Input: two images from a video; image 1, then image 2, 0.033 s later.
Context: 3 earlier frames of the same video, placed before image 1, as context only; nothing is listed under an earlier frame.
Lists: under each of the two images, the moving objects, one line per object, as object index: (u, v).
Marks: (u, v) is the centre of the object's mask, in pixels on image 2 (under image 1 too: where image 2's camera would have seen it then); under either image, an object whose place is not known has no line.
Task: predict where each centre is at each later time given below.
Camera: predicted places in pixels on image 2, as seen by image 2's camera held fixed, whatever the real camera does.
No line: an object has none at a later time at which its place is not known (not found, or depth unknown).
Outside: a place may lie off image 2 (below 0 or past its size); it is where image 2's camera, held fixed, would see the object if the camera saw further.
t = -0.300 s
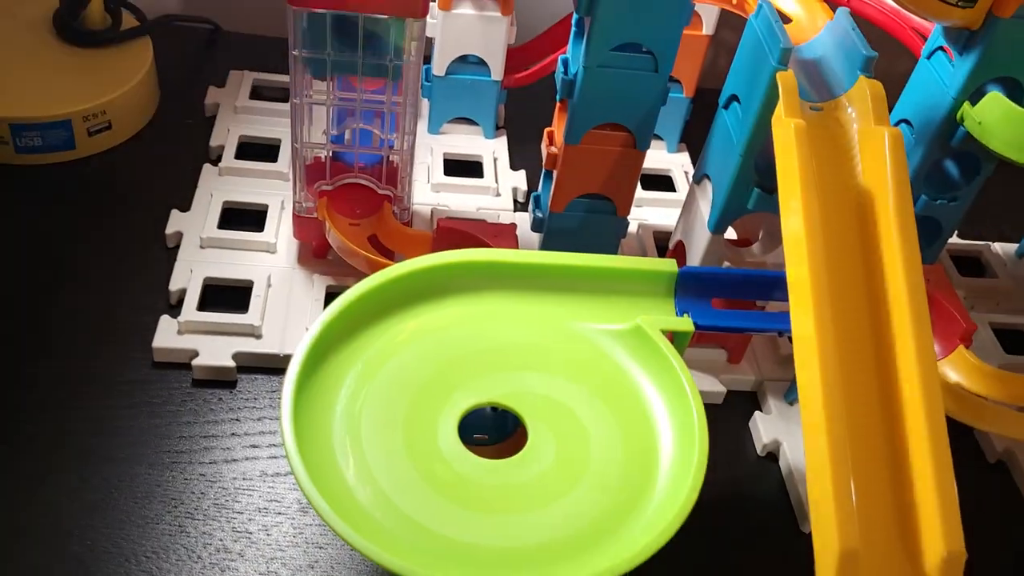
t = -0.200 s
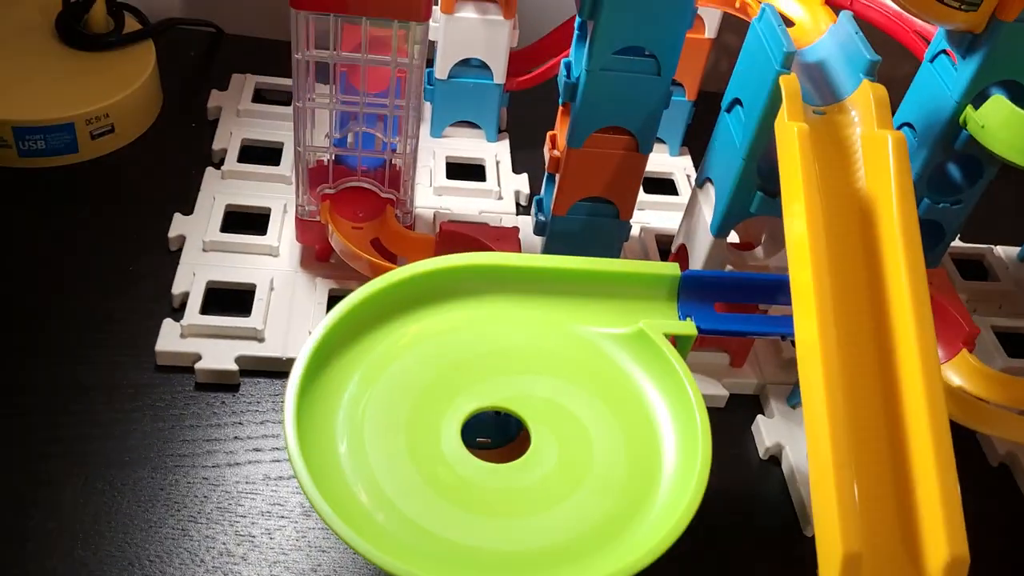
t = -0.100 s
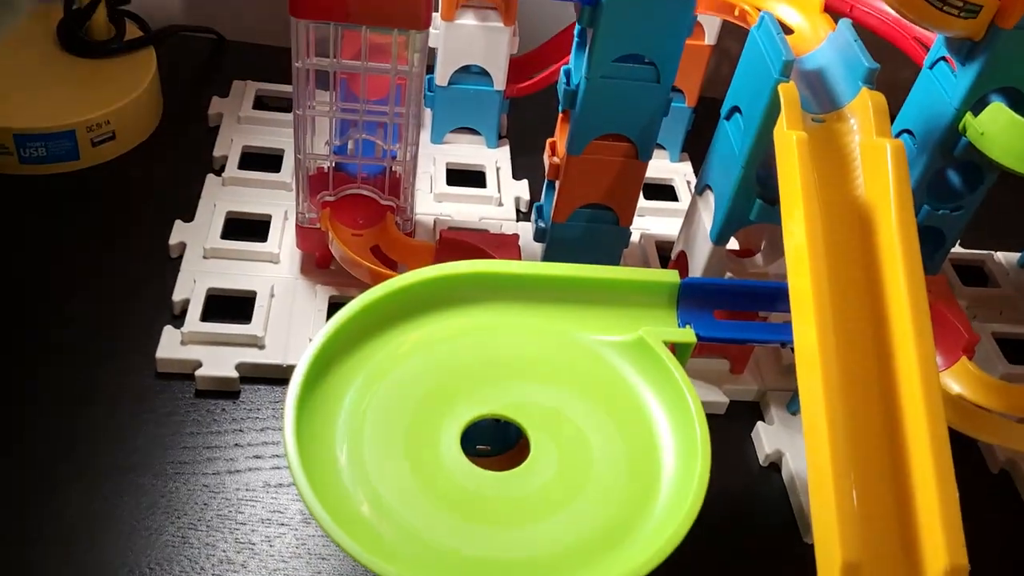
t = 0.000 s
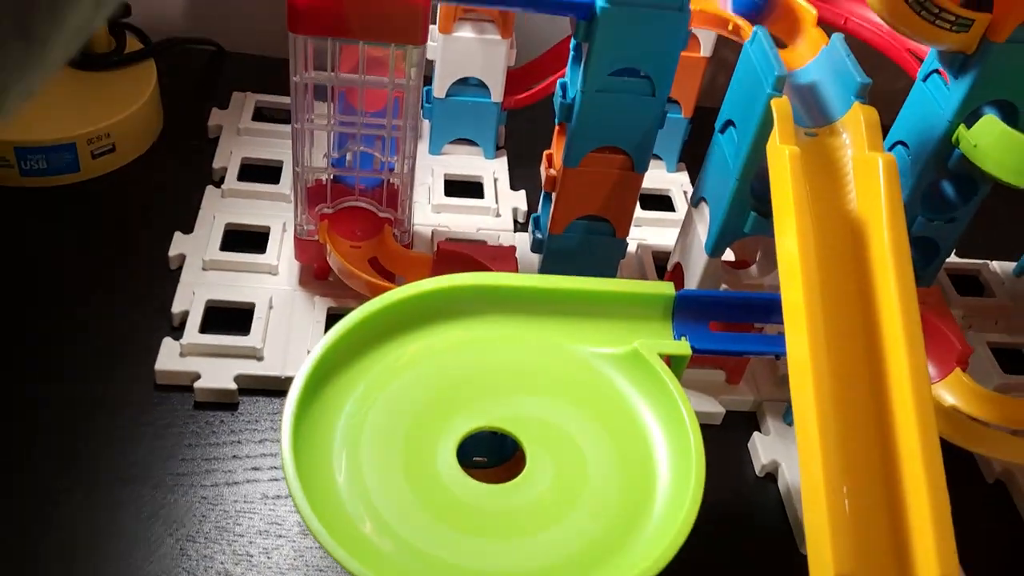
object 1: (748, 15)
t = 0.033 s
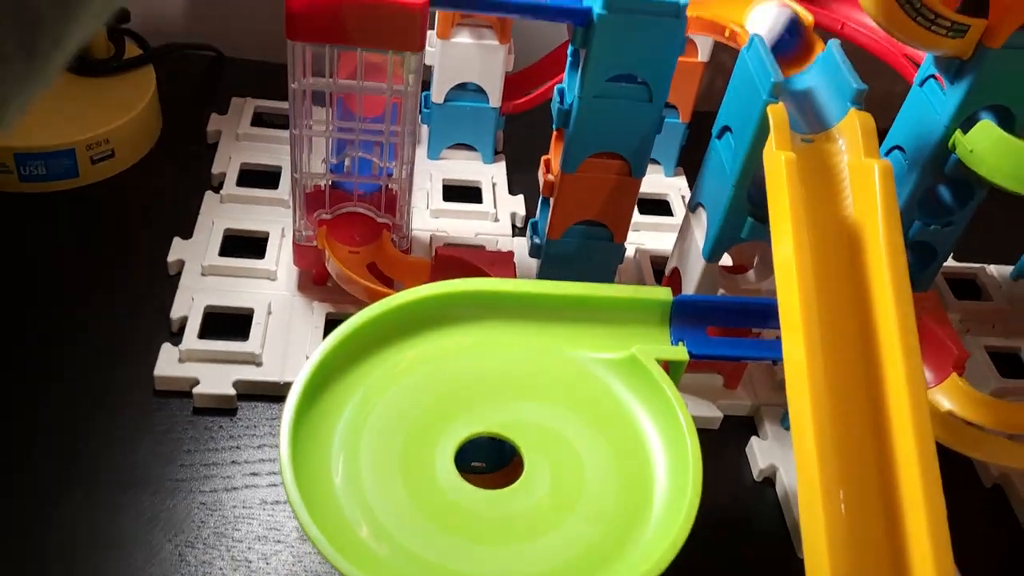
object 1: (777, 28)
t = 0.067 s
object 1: (793, 46)
